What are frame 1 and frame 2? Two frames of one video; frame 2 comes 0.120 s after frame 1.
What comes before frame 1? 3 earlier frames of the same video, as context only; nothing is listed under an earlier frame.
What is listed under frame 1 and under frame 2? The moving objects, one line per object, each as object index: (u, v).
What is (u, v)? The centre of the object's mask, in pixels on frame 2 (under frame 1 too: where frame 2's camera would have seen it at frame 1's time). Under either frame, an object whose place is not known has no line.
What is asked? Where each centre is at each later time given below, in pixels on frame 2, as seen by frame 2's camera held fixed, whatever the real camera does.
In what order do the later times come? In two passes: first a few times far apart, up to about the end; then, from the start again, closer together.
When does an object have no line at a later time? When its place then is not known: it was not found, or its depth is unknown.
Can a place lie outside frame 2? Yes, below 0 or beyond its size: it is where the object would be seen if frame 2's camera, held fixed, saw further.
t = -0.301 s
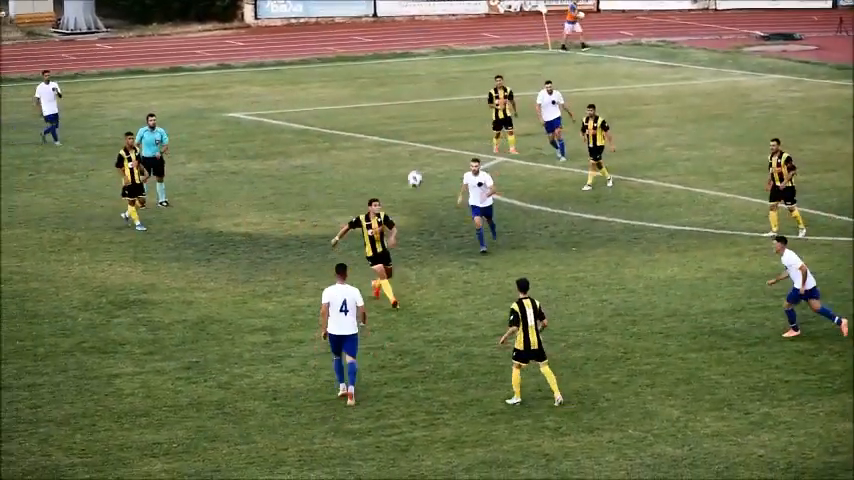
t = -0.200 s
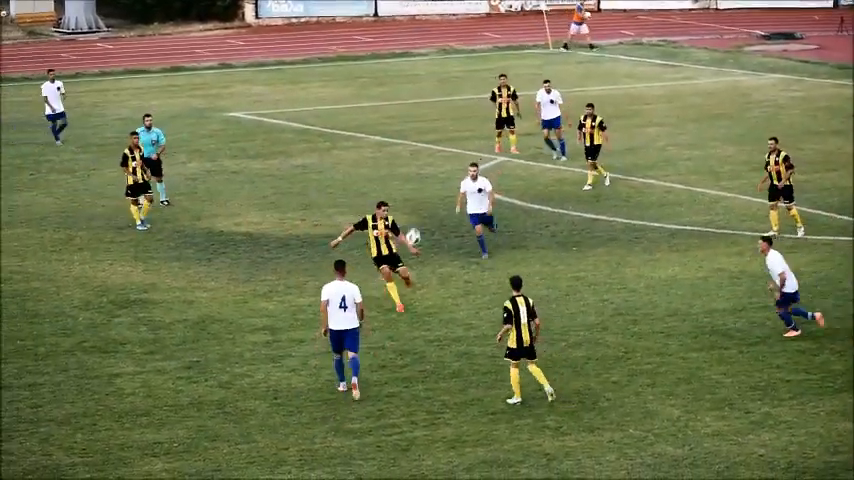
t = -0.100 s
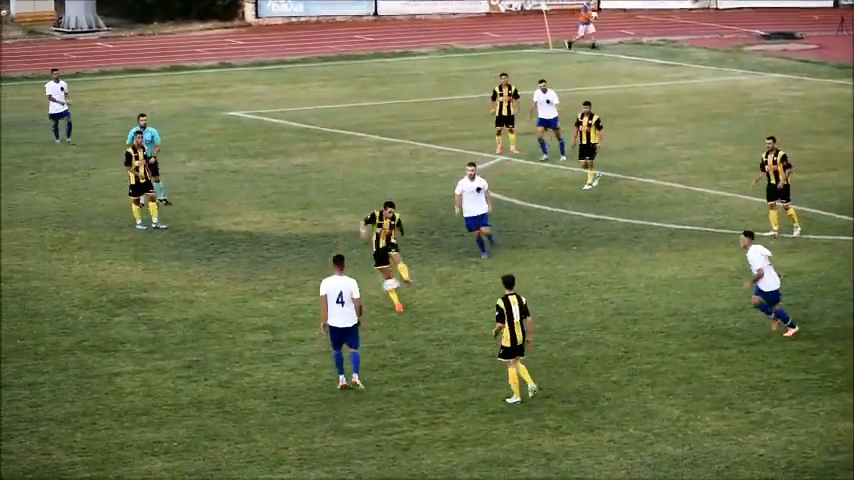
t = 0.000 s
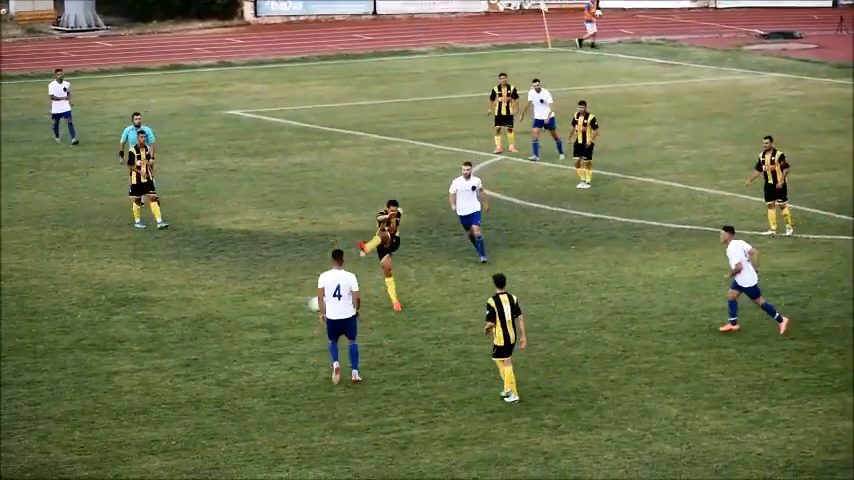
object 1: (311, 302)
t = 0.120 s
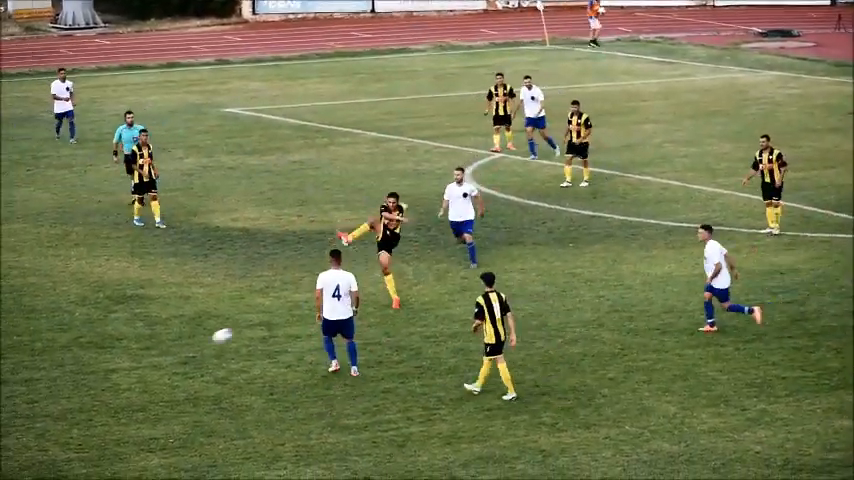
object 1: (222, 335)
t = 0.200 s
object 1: (157, 368)
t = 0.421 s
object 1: (-8, 394)
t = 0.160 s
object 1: (188, 350)
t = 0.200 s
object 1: (157, 368)
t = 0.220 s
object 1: (141, 372)
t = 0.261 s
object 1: (113, 373)
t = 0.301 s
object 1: (84, 376)
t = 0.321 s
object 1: (69, 378)
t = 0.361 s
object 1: (39, 382)
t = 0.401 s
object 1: (8, 390)
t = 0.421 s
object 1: (-8, 394)
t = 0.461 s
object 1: (-40, 403)
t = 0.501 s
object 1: (-71, 413)
